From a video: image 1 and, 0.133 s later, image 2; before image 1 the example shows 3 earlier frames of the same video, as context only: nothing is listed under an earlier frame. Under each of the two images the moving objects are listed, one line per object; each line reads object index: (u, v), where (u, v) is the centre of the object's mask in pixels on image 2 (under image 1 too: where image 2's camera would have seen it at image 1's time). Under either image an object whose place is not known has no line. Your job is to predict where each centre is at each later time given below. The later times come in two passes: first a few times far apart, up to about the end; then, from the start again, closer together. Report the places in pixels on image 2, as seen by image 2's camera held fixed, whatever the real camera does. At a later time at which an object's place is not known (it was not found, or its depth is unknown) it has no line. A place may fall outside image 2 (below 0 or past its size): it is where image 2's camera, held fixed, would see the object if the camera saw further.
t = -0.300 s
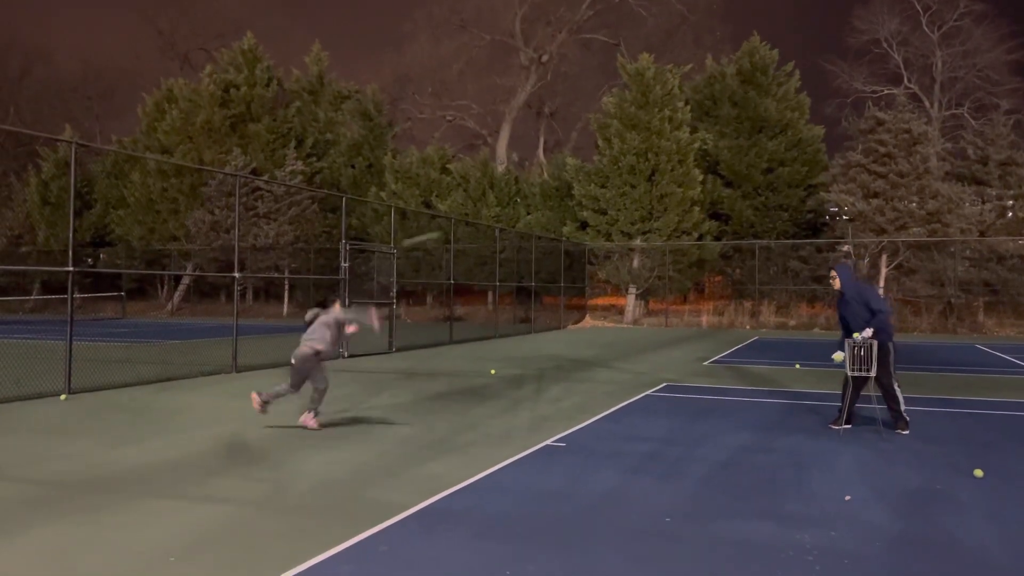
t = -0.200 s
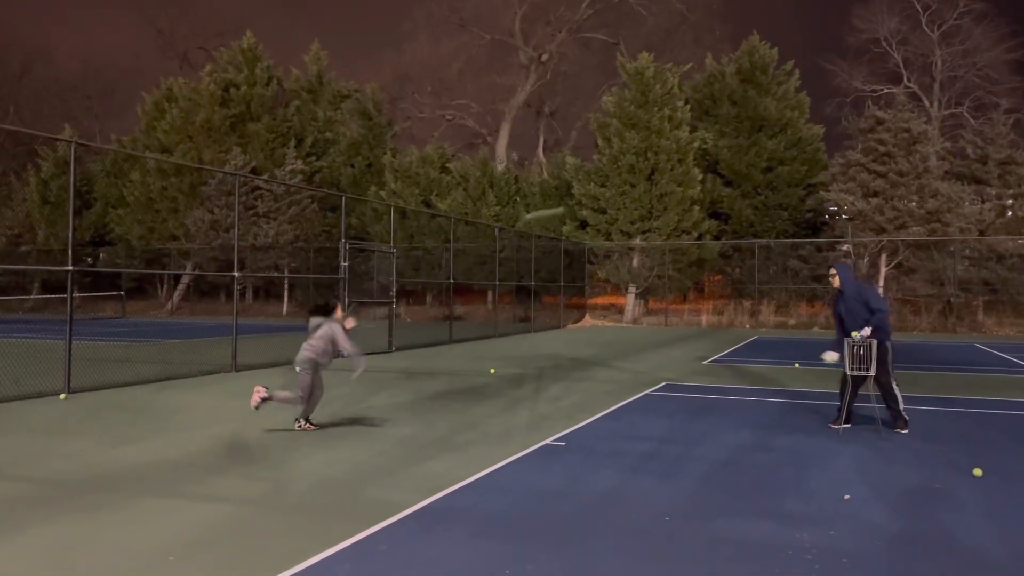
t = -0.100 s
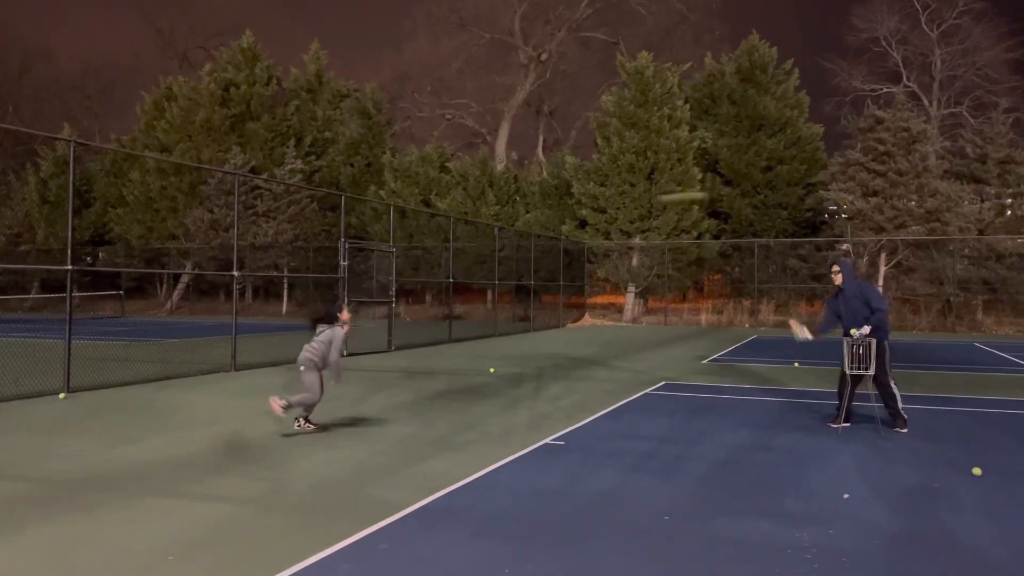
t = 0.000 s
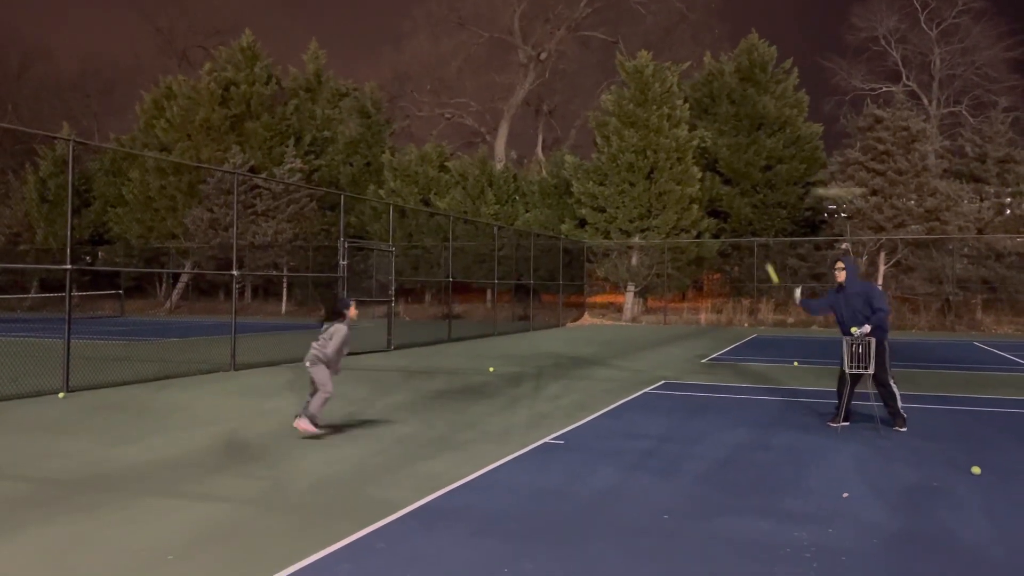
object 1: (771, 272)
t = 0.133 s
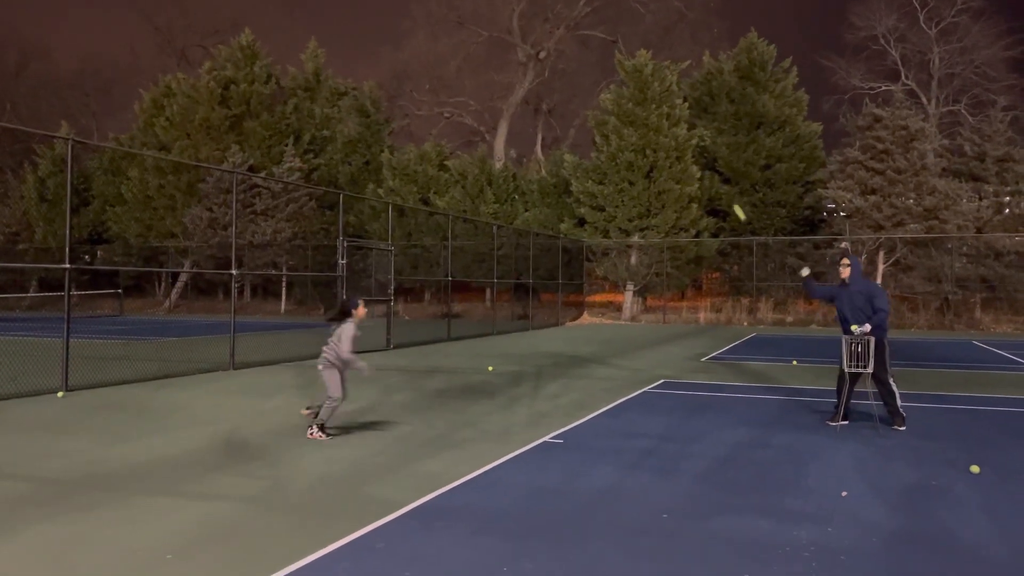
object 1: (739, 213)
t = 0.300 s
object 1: (698, 162)
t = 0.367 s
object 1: (681, 150)
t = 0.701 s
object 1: (591, 160)
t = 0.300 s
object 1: (698, 162)
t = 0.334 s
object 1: (690, 156)
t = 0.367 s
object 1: (681, 150)
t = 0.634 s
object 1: (610, 148)
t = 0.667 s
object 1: (600, 154)
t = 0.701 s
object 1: (591, 160)
